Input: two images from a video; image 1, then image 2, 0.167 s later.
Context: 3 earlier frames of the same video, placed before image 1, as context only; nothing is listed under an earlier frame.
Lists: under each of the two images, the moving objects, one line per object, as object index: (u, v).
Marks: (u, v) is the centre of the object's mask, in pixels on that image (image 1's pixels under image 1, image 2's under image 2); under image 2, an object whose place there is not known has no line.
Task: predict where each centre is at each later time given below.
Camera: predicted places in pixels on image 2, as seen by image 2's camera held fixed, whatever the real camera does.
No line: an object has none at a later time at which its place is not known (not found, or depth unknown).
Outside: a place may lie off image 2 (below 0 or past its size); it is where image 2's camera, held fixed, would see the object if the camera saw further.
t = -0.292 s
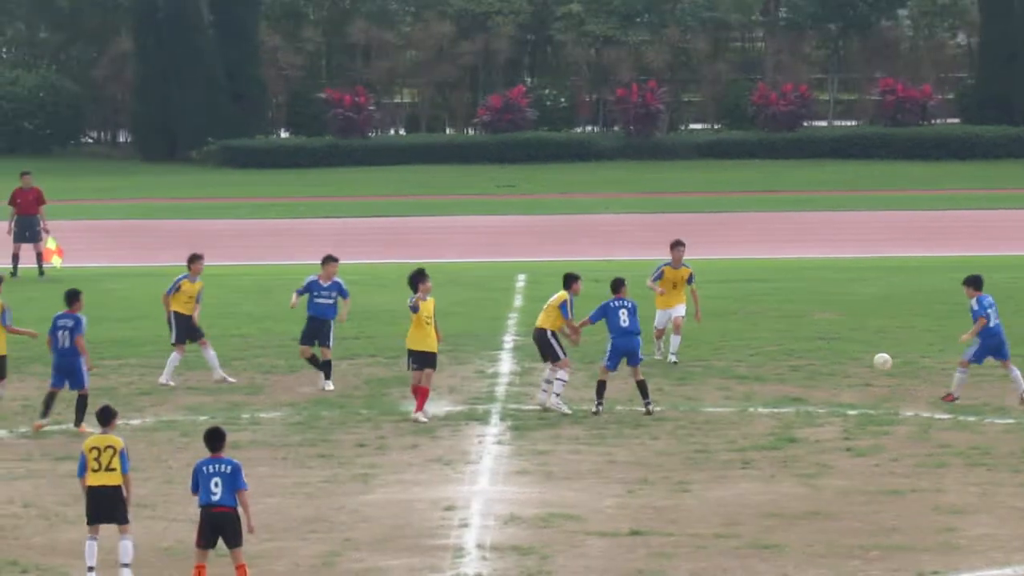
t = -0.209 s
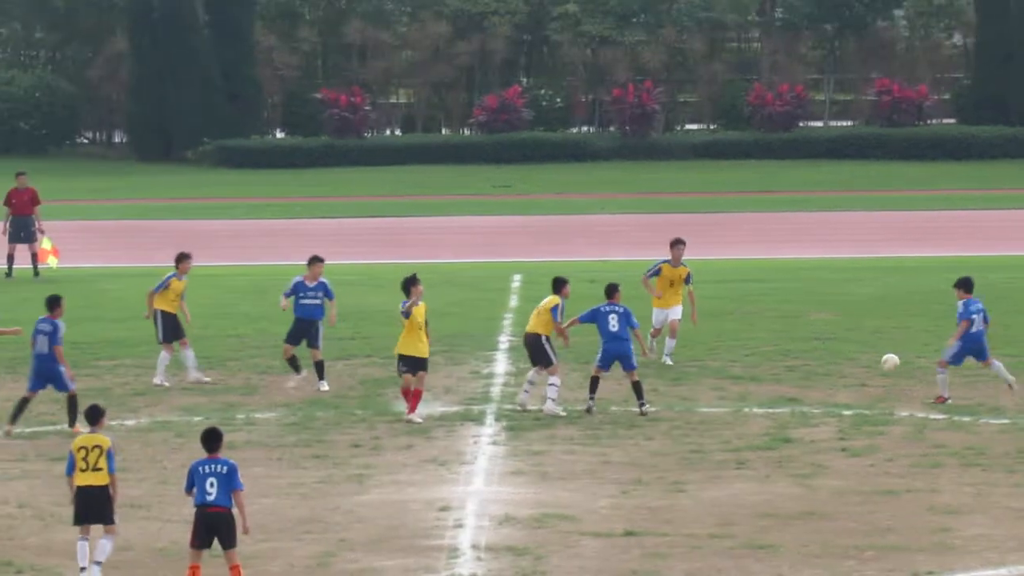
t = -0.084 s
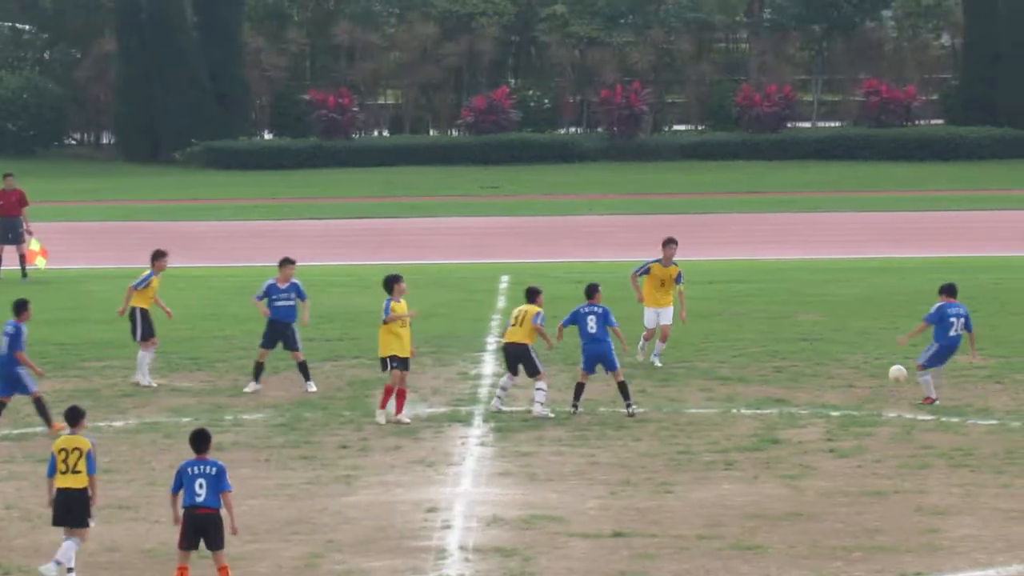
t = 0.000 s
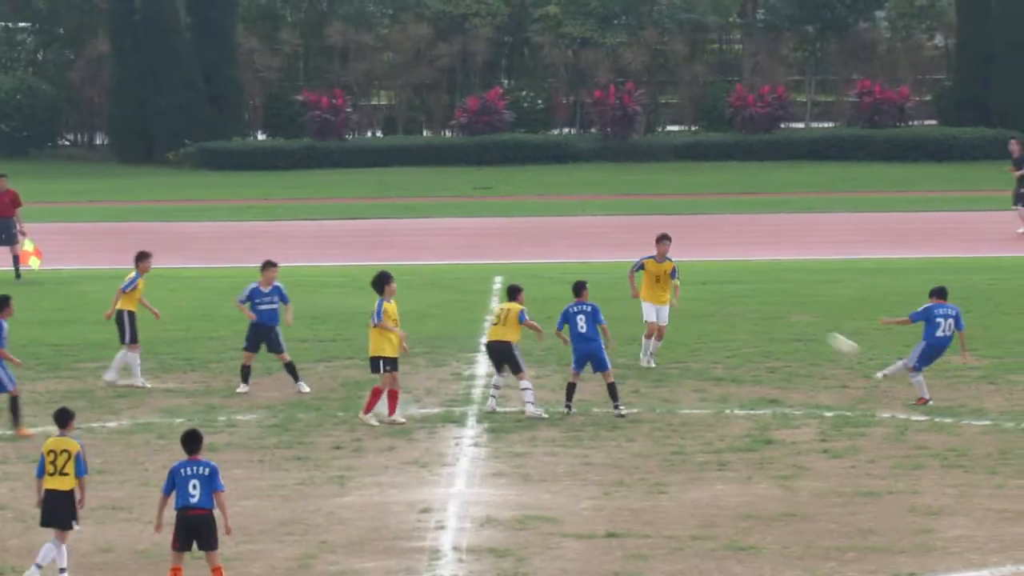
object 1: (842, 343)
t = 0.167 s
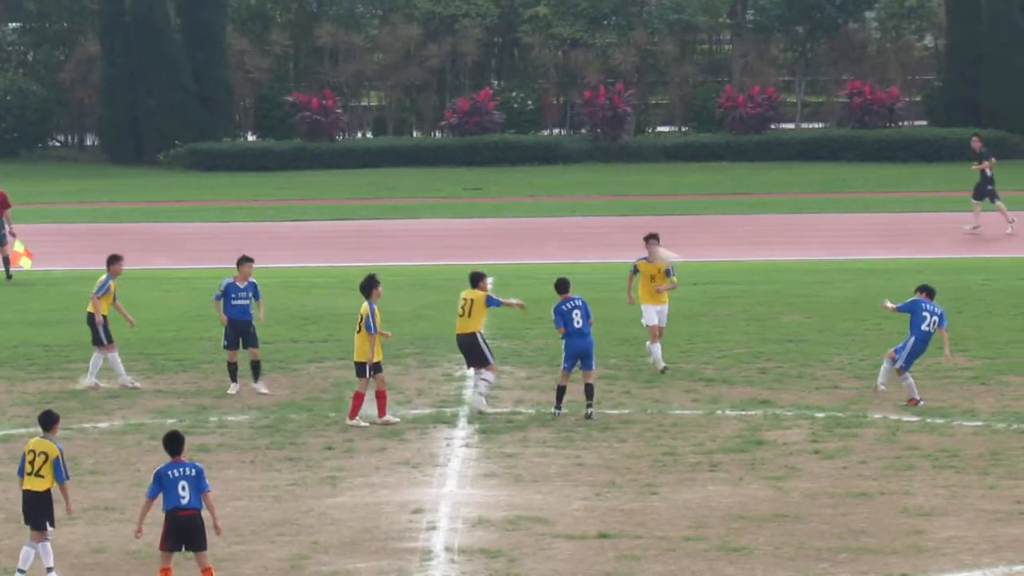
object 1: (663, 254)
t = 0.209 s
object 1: (624, 239)
